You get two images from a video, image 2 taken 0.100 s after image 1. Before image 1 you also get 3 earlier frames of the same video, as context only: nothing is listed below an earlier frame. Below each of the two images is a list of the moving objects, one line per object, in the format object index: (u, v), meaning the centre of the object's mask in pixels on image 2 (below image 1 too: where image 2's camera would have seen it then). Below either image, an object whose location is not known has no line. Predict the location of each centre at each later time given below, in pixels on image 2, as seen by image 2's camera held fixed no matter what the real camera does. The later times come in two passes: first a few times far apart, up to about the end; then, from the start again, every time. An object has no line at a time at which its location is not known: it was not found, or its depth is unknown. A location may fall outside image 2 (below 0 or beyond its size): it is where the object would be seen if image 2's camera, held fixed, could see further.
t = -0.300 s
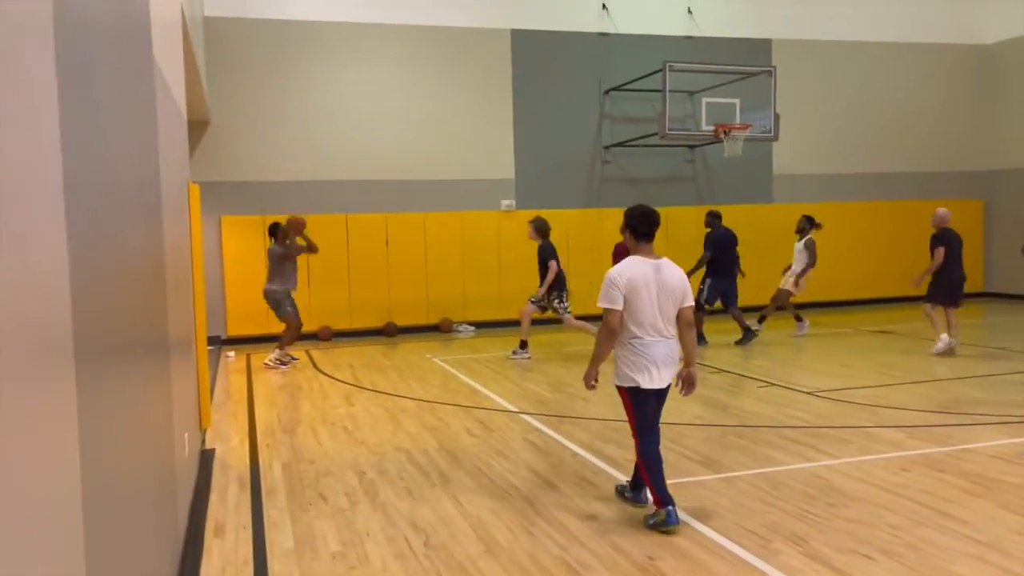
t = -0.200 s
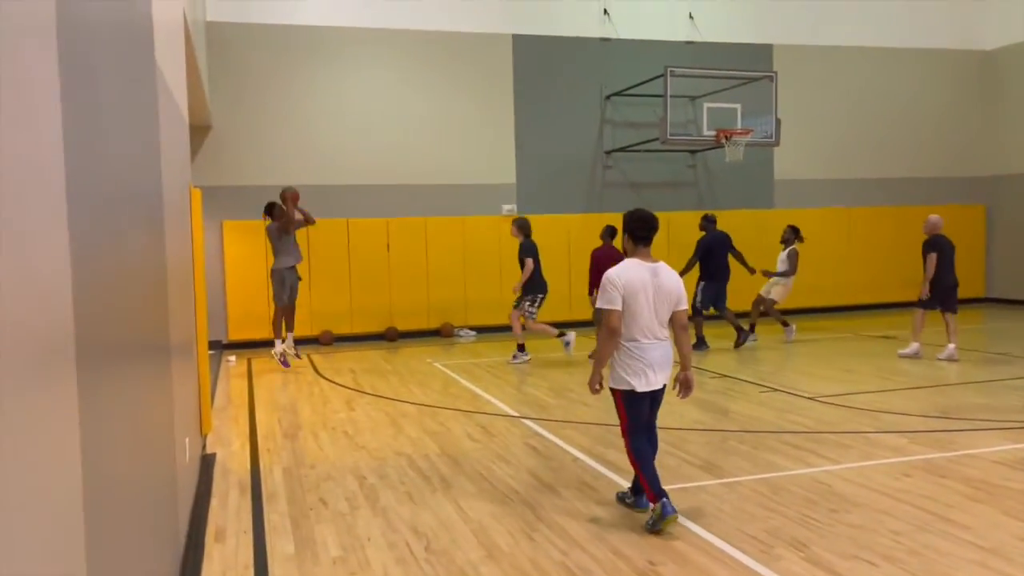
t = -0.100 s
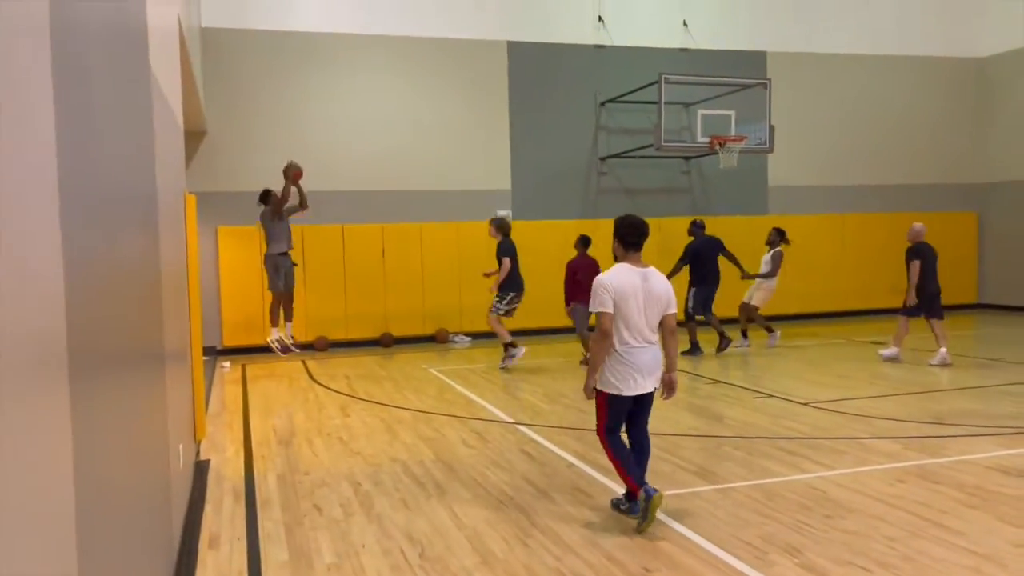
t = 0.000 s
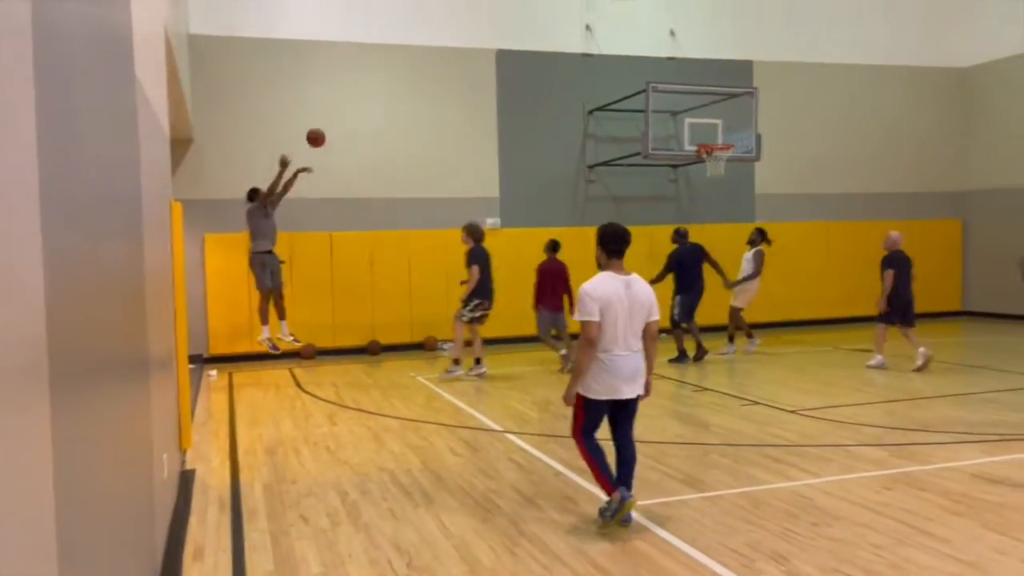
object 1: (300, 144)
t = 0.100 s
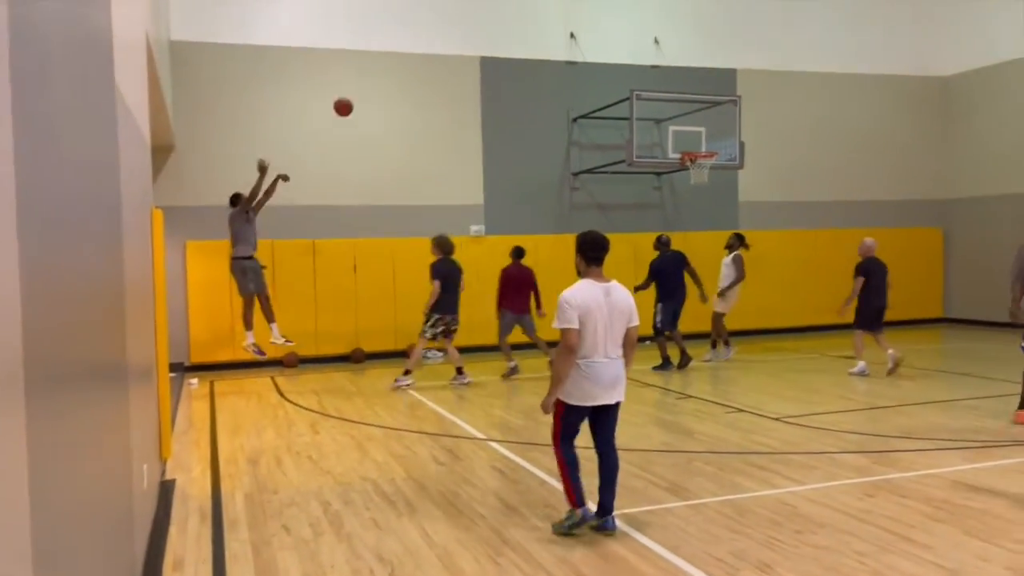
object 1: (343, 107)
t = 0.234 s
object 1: (400, 72)
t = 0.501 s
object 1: (505, 43)
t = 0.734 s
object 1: (591, 60)
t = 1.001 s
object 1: (682, 121)
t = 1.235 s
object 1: (714, 111)
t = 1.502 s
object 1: (728, 75)
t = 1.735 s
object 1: (739, 85)
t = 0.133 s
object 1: (357, 97)
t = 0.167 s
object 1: (371, 88)
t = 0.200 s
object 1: (386, 80)
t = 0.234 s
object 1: (400, 72)
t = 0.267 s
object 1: (413, 65)
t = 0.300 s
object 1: (427, 59)
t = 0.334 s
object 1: (440, 54)
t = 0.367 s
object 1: (453, 50)
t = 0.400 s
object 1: (466, 47)
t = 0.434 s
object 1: (479, 45)
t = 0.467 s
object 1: (492, 44)
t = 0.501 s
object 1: (505, 43)
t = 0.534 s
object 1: (517, 43)
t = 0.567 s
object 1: (530, 44)
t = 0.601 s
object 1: (542, 46)
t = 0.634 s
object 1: (554, 48)
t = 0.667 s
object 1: (567, 51)
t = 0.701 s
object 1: (579, 55)
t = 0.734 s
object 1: (591, 60)
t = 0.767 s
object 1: (603, 66)
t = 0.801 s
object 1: (615, 72)
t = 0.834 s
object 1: (626, 79)
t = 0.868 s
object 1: (638, 87)
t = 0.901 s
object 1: (649, 95)
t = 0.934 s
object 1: (660, 103)
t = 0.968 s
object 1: (671, 113)
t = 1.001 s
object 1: (682, 121)
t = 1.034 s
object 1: (692, 133)
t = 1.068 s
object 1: (703, 144)
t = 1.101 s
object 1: (707, 144)
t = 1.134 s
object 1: (709, 135)
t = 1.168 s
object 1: (711, 126)
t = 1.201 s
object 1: (712, 118)
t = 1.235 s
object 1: (714, 111)
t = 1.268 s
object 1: (716, 103)
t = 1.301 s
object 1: (717, 98)
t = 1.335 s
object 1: (719, 91)
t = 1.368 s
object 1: (720, 87)
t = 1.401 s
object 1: (722, 82)
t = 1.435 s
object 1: (723, 80)
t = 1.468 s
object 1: (726, 77)
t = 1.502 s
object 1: (728, 75)
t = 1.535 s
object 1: (729, 74)
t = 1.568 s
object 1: (730, 74)
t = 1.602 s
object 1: (732, 74)
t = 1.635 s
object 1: (734, 76)
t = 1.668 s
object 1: (735, 78)
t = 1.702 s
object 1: (737, 81)
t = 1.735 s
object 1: (739, 85)
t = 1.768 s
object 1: (740, 90)
